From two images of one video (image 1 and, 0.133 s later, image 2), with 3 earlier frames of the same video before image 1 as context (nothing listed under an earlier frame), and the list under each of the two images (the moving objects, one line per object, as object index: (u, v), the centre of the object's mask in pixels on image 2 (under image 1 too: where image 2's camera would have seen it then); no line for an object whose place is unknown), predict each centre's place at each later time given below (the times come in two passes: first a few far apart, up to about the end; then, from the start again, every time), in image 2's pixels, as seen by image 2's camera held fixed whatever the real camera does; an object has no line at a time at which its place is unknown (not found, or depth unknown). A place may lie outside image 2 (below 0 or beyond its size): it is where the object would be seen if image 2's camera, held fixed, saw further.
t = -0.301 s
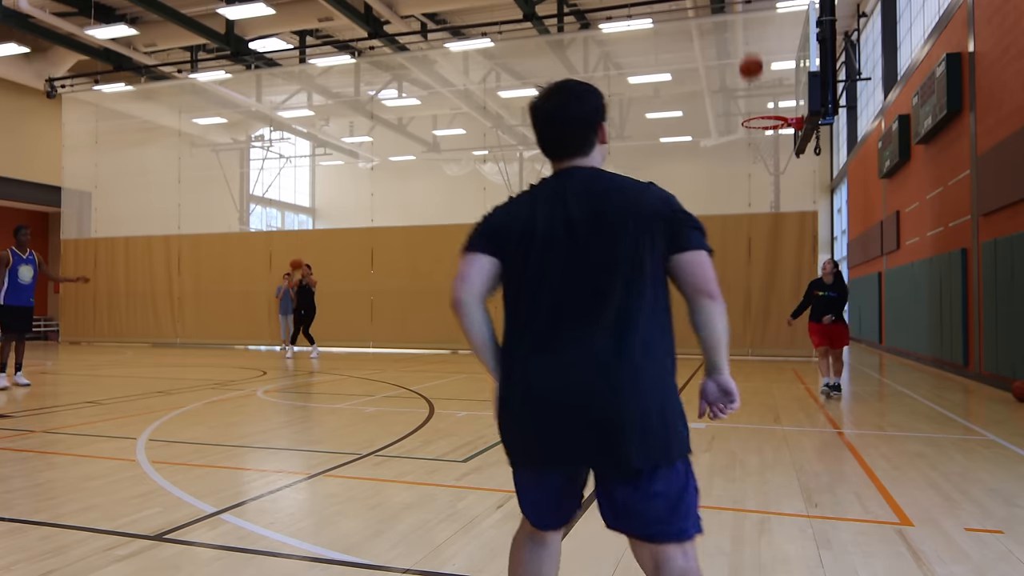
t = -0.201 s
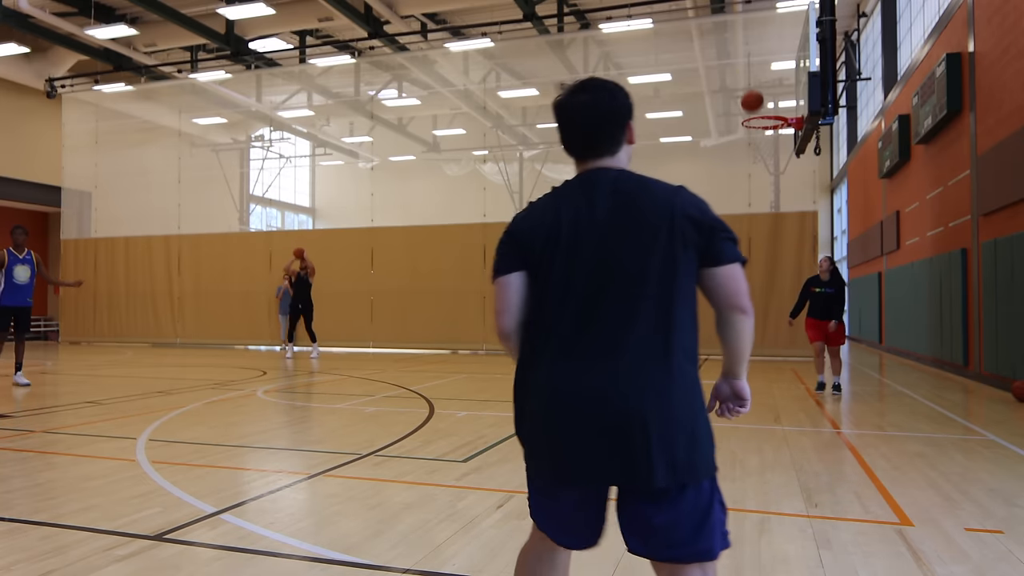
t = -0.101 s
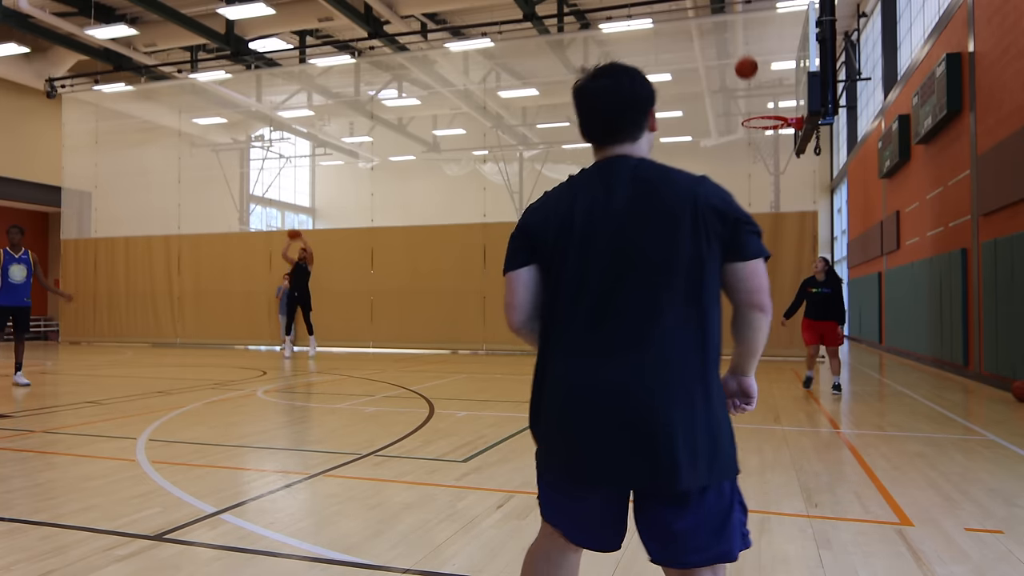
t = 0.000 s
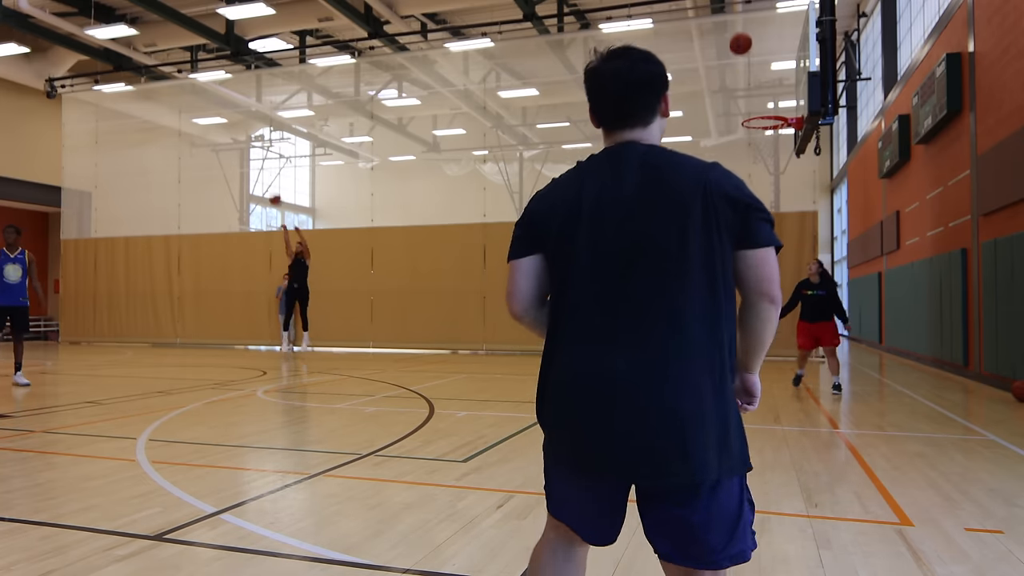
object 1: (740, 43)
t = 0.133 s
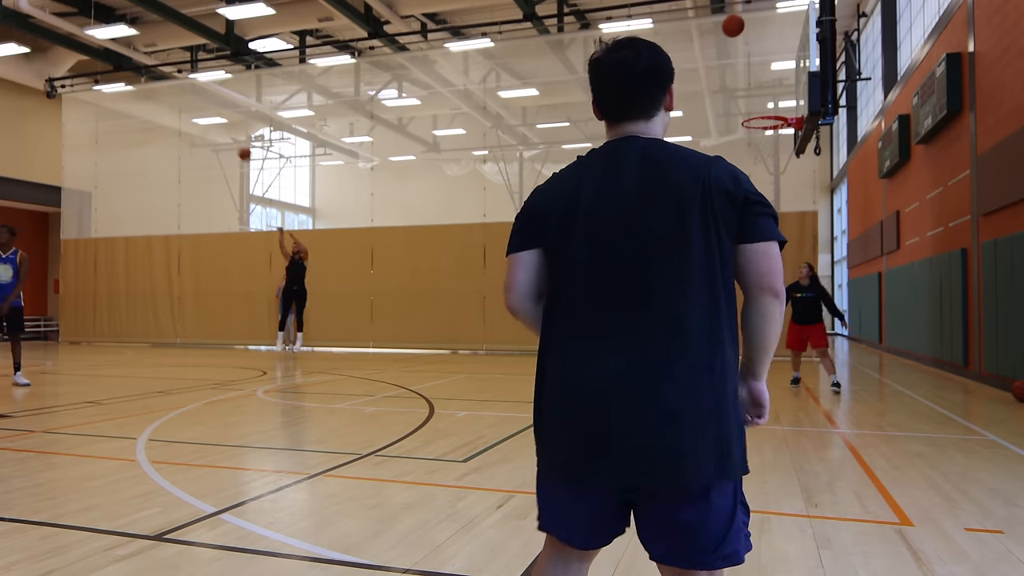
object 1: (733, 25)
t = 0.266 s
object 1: (726, 23)
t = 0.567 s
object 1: (711, 74)
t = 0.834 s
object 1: (698, 182)
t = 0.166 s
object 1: (731, 24)
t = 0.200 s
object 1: (729, 23)
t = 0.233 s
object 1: (728, 23)
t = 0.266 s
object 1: (726, 23)
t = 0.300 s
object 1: (724, 25)
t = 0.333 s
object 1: (722, 28)
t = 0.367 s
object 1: (721, 31)
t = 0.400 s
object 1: (719, 36)
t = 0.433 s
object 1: (717, 42)
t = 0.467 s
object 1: (716, 48)
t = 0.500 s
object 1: (714, 56)
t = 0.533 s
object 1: (712, 64)
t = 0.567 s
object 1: (711, 74)
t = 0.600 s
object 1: (709, 84)
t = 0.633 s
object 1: (707, 95)
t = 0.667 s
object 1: (706, 107)
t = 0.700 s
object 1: (704, 121)
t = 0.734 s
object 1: (702, 134)
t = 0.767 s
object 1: (701, 150)
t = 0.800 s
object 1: (699, 165)
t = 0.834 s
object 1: (698, 182)
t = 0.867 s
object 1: (696, 199)
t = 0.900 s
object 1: (695, 218)
